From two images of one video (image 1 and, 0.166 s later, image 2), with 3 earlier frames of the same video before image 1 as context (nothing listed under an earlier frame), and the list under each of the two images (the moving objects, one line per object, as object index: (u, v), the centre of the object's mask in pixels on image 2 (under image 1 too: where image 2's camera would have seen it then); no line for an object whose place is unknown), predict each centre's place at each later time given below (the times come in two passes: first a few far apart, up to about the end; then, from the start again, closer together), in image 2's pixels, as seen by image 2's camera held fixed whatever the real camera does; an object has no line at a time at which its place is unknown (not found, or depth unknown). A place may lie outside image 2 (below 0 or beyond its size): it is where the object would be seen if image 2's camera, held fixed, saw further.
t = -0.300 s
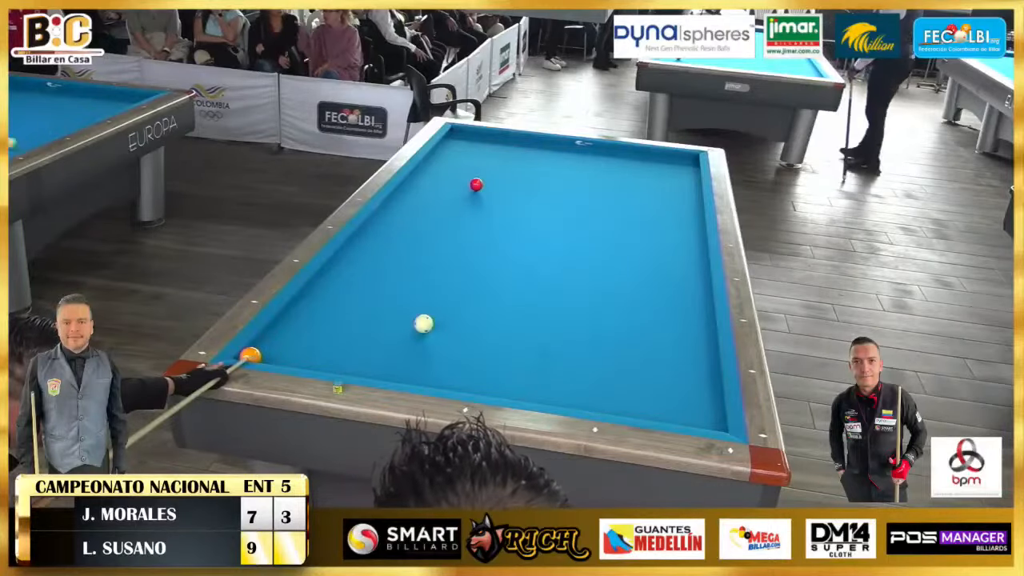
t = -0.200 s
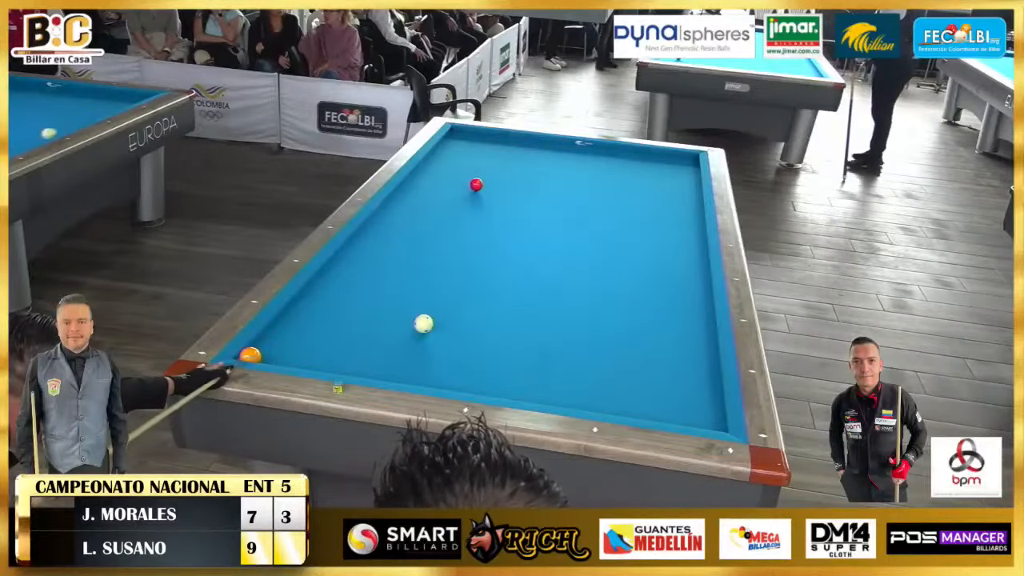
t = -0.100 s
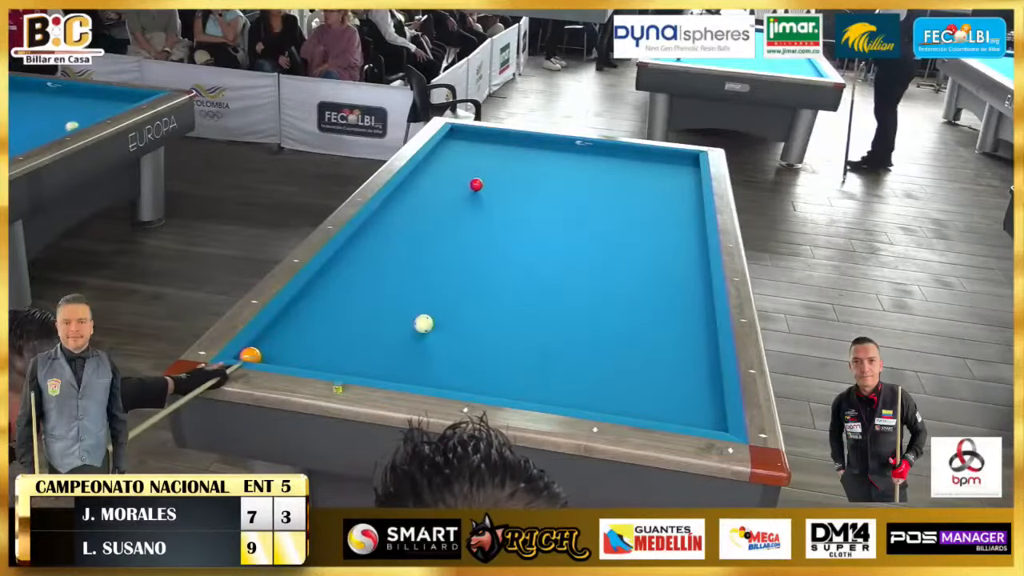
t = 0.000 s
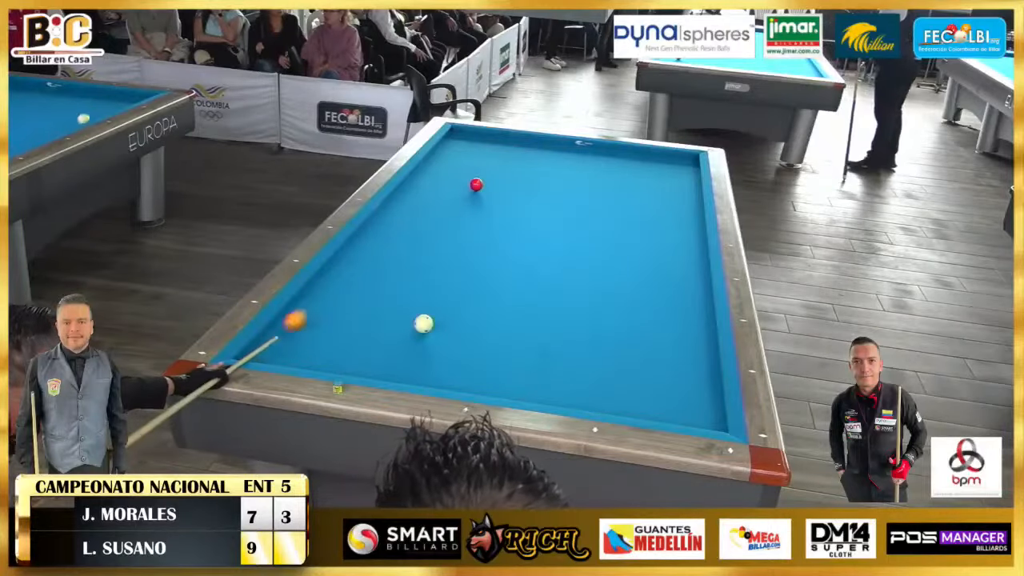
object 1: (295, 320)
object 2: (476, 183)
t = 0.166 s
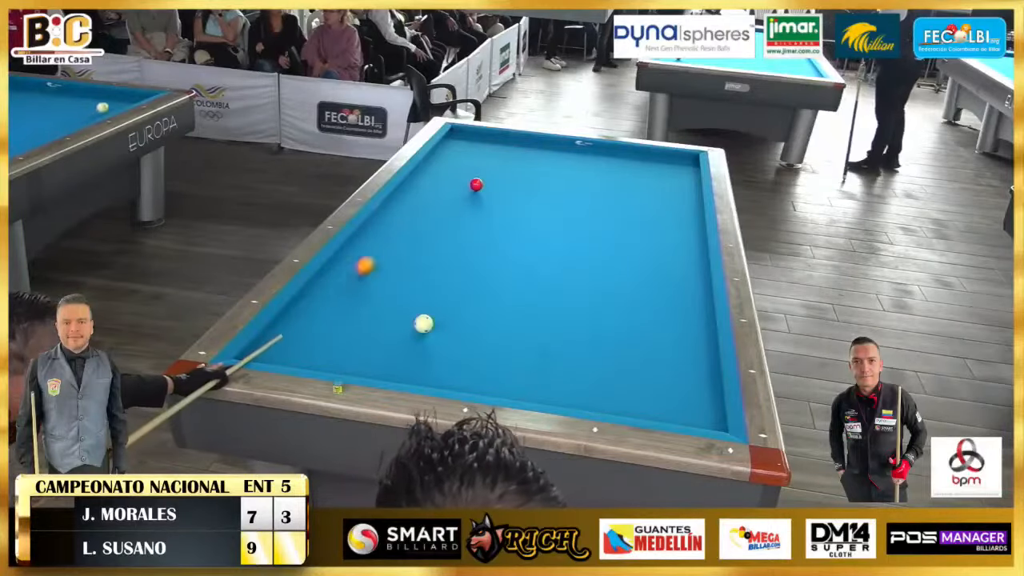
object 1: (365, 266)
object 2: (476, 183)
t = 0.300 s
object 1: (408, 231)
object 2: (476, 183)
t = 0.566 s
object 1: (459, 183)
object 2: (490, 180)
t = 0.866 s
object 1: (429, 157)
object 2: (576, 161)
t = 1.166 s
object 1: (469, 138)
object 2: (635, 149)
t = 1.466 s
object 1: (498, 142)
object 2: (669, 165)
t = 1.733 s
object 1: (524, 157)
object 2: (690, 177)
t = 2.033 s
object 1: (554, 174)
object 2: (667, 186)
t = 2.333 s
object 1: (587, 193)
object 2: (643, 194)
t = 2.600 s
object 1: (620, 211)
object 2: (622, 201)
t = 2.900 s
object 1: (661, 233)
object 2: (596, 213)
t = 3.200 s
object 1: (699, 257)
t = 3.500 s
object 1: (672, 273)
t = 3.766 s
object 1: (646, 288)
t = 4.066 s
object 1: (615, 307)
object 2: (480, 255)
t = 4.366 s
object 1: (582, 327)
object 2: (446, 268)
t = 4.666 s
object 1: (545, 350)
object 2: (411, 281)
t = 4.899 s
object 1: (514, 368)
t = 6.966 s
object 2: (306, 340)
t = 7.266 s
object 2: (318, 334)
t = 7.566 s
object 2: (329, 329)
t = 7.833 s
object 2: (333, 325)
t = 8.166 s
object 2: (348, 313)
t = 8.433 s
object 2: (355, 317)
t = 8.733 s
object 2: (362, 315)
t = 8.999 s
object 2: (367, 312)
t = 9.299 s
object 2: (372, 309)
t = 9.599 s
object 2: (376, 308)
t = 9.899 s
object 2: (379, 306)
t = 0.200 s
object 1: (377, 256)
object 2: (476, 183)
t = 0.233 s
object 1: (388, 248)
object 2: (476, 183)
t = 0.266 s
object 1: (398, 240)
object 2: (476, 183)
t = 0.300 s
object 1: (408, 231)
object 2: (476, 183)
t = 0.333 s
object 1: (418, 224)
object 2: (476, 183)
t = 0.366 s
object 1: (427, 217)
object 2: (476, 183)
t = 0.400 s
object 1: (436, 210)
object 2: (476, 183)
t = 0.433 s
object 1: (444, 204)
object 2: (476, 183)
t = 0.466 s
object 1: (453, 197)
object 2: (476, 183)
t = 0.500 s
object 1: (460, 191)
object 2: (476, 183)
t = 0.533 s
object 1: (465, 186)
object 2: (478, 182)
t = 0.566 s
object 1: (459, 183)
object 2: (490, 180)
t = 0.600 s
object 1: (454, 180)
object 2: (502, 177)
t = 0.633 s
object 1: (450, 177)
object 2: (513, 175)
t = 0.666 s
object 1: (446, 174)
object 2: (523, 173)
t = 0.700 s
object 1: (442, 172)
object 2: (533, 170)
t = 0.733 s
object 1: (439, 169)
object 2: (543, 169)
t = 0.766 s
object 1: (435, 166)
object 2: (552, 167)
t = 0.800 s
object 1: (433, 163)
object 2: (560, 165)
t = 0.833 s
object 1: (431, 160)
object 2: (569, 163)
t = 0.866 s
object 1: (429, 157)
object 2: (576, 161)
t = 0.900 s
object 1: (435, 155)
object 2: (584, 160)
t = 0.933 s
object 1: (440, 153)
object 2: (590, 158)
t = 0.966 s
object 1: (445, 151)
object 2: (597, 156)
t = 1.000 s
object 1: (448, 148)
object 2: (604, 155)
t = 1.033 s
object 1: (453, 147)
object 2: (611, 153)
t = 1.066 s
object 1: (457, 145)
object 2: (617, 152)
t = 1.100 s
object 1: (461, 142)
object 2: (623, 151)
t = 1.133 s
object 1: (466, 140)
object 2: (630, 149)
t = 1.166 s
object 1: (469, 138)
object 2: (635, 149)
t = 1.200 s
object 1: (473, 136)
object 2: (639, 150)
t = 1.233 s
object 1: (477, 134)
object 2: (642, 152)
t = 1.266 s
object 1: (481, 133)
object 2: (646, 154)
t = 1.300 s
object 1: (484, 132)
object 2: (650, 156)
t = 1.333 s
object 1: (487, 133)
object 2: (653, 158)
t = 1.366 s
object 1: (490, 136)
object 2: (658, 160)
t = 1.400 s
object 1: (492, 138)
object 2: (661, 162)
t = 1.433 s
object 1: (495, 140)
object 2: (665, 163)
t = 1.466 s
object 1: (498, 142)
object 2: (669, 165)
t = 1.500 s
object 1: (501, 144)
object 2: (674, 167)
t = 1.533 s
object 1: (505, 146)
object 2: (677, 168)
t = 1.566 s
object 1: (507, 148)
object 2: (682, 170)
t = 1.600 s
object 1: (511, 149)
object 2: (686, 172)
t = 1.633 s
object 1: (514, 151)
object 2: (690, 174)
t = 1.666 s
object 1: (517, 153)
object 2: (694, 175)
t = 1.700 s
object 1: (520, 155)
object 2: (692, 176)
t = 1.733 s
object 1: (524, 157)
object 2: (690, 177)
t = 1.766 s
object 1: (527, 159)
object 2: (687, 178)
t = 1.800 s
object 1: (530, 160)
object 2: (684, 179)
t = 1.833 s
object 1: (533, 163)
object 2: (682, 180)
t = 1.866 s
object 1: (536, 164)
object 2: (679, 181)
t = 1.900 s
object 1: (540, 166)
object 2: (677, 182)
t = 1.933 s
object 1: (543, 168)
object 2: (674, 183)
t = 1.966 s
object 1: (547, 170)
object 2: (671, 184)
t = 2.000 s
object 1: (551, 172)
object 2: (669, 185)
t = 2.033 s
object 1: (554, 174)
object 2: (667, 186)
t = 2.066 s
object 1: (557, 176)
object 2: (664, 187)
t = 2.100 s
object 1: (561, 178)
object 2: (662, 188)
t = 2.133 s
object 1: (565, 180)
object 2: (659, 189)
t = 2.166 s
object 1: (568, 182)
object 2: (656, 190)
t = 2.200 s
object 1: (572, 184)
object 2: (654, 190)
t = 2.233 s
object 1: (576, 186)
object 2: (651, 192)
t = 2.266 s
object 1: (579, 188)
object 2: (649, 193)
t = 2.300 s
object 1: (584, 190)
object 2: (646, 193)
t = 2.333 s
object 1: (587, 193)
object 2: (643, 194)
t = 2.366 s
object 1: (591, 195)
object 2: (641, 196)
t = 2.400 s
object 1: (595, 197)
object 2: (638, 196)
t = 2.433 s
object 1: (599, 199)
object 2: (635, 198)
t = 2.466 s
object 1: (603, 201)
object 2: (632, 198)
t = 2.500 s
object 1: (607, 204)
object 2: (630, 200)
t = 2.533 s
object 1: (611, 206)
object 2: (627, 201)
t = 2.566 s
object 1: (616, 208)
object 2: (625, 201)
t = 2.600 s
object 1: (620, 211)
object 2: (622, 201)
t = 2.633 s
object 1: (625, 213)
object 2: (618, 203)
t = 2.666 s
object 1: (628, 215)
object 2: (616, 205)
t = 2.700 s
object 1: (633, 218)
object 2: (613, 206)
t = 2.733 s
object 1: (638, 220)
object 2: (610, 207)
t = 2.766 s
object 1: (642, 223)
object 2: (607, 208)
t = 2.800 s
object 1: (647, 225)
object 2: (605, 209)
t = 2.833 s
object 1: (651, 228)
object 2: (601, 210)
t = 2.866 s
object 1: (656, 231)
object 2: (599, 212)
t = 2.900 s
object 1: (661, 233)
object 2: (596, 213)
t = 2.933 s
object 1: (665, 236)
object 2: (593, 214)
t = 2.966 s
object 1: (670, 238)
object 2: (592, 215)
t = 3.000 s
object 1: (675, 241)
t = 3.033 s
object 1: (680, 244)
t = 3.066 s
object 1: (685, 247)
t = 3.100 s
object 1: (690, 249)
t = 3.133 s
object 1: (695, 252)
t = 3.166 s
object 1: (700, 255)
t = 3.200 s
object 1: (699, 257)
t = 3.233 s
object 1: (695, 259)
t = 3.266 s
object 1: (692, 261)
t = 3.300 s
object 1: (689, 262)
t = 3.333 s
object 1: (686, 264)
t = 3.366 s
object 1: (683, 266)
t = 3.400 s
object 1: (680, 267)
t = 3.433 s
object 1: (677, 269)
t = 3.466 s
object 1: (674, 271)
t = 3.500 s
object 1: (672, 273)
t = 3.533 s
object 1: (668, 275)
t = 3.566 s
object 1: (665, 277)
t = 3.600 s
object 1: (662, 279)
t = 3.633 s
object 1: (659, 280)
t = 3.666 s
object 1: (656, 283)
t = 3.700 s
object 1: (653, 285)
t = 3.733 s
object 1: (650, 286)
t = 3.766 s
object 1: (646, 288)
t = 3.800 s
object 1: (643, 290)
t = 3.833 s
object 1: (639, 292)
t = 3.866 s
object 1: (636, 294)
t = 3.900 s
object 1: (632, 297)
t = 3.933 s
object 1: (629, 299)
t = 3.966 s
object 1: (626, 301)
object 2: (495, 252)
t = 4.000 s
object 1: (622, 302)
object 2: (488, 252)
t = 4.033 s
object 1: (619, 305)
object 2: (483, 254)
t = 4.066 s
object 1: (615, 307)
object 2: (480, 255)
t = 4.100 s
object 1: (612, 309)
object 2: (475, 256)
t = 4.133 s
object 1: (608, 311)
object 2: (472, 258)
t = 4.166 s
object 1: (604, 313)
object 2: (468, 259)
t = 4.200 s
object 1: (601, 316)
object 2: (465, 261)
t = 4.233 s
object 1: (597, 318)
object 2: (461, 262)
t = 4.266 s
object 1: (593, 320)
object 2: (457, 264)
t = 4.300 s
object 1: (590, 323)
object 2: (453, 265)
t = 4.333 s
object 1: (586, 325)
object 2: (449, 266)
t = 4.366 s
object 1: (582, 327)
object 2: (446, 268)
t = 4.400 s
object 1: (578, 330)
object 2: (442, 269)
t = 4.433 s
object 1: (574, 332)
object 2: (438, 271)
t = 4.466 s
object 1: (570, 334)
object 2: (434, 272)
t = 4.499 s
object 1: (566, 337)
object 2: (430, 274)
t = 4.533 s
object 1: (562, 339)
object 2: (426, 276)
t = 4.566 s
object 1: (558, 342)
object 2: (422, 277)
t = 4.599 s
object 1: (554, 344)
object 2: (418, 278)
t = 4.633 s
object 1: (549, 347)
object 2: (414, 280)
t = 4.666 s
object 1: (545, 350)
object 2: (411, 281)
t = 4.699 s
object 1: (541, 352)
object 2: (408, 282)
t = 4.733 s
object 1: (537, 355)
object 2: (406, 282)
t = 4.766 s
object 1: (532, 357)
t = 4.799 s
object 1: (528, 360)
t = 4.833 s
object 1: (524, 362)
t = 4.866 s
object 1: (519, 365)
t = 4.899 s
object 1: (514, 368)
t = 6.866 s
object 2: (300, 337)
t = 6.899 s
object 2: (303, 341)
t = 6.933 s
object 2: (304, 341)
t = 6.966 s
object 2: (306, 340)
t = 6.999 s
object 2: (307, 339)
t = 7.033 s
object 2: (309, 339)
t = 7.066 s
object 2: (310, 338)
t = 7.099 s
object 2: (311, 338)
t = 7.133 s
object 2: (312, 336)
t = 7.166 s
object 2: (314, 336)
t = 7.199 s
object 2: (315, 335)
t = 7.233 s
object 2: (317, 335)
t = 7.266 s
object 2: (318, 334)
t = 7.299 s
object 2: (319, 334)
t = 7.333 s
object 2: (321, 333)
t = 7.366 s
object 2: (322, 333)
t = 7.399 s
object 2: (324, 332)
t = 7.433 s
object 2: (325, 332)
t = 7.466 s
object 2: (326, 331)
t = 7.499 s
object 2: (327, 330)
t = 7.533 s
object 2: (328, 330)
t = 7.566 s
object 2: (329, 329)
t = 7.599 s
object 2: (330, 329)
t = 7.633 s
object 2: (332, 328)
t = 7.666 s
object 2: (333, 328)
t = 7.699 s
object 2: (334, 327)
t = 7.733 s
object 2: (335, 327)
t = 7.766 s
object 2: (336, 326)
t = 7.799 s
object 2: (335, 326)
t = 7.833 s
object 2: (333, 325)
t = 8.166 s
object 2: (348, 313)
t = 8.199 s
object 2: (348, 315)
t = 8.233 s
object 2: (349, 317)
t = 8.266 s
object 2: (350, 318)
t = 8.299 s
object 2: (351, 319)
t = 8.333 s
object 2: (352, 318)
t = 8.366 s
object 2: (353, 318)
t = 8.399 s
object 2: (354, 318)
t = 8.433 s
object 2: (355, 317)
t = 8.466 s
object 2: (356, 317)
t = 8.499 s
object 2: (356, 317)
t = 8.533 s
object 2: (357, 316)
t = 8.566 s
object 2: (358, 316)
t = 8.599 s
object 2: (359, 316)
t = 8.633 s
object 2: (360, 316)
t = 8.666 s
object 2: (360, 315)
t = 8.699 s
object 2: (361, 315)
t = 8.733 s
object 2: (362, 315)
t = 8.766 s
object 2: (362, 314)
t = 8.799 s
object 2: (363, 314)
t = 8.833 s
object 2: (364, 314)
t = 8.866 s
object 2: (365, 313)
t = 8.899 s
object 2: (365, 313)
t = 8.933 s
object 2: (366, 313)
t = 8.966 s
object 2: (367, 312)
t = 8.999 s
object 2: (367, 312)
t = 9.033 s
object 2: (368, 312)
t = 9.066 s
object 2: (369, 311)
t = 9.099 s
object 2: (369, 311)
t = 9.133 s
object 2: (370, 311)
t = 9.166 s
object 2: (370, 311)
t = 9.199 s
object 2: (371, 310)
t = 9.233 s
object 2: (371, 310)
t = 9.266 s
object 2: (372, 310)
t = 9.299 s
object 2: (372, 309)
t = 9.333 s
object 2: (373, 309)
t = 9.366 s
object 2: (373, 309)
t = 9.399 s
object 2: (374, 309)
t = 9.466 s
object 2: (374, 309)
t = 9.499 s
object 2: (375, 308)
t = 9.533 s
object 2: (375, 308)
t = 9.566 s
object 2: (376, 308)
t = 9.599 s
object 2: (376, 308)
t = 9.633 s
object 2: (376, 308)
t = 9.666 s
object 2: (377, 307)
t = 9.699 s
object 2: (377, 307)
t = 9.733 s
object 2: (378, 307)
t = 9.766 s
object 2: (378, 307)
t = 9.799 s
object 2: (379, 307)
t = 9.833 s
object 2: (379, 306)
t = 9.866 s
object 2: (379, 306)
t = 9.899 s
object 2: (379, 306)
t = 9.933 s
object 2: (380, 306)
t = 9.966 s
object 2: (380, 306)
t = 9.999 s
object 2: (380, 306)
